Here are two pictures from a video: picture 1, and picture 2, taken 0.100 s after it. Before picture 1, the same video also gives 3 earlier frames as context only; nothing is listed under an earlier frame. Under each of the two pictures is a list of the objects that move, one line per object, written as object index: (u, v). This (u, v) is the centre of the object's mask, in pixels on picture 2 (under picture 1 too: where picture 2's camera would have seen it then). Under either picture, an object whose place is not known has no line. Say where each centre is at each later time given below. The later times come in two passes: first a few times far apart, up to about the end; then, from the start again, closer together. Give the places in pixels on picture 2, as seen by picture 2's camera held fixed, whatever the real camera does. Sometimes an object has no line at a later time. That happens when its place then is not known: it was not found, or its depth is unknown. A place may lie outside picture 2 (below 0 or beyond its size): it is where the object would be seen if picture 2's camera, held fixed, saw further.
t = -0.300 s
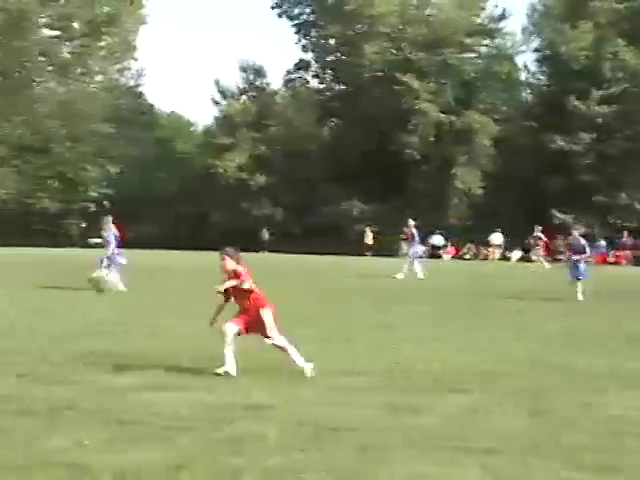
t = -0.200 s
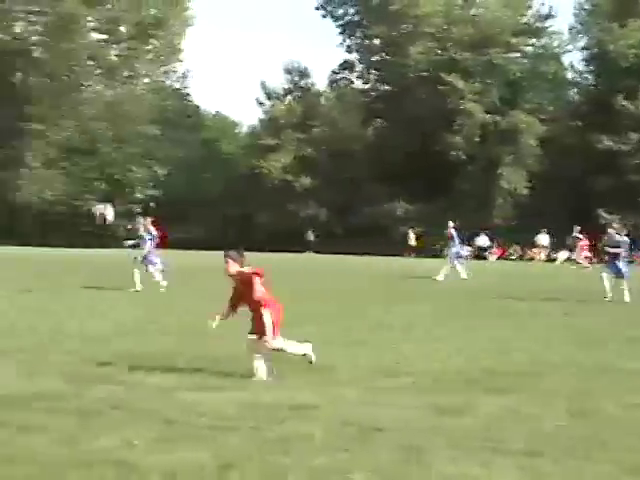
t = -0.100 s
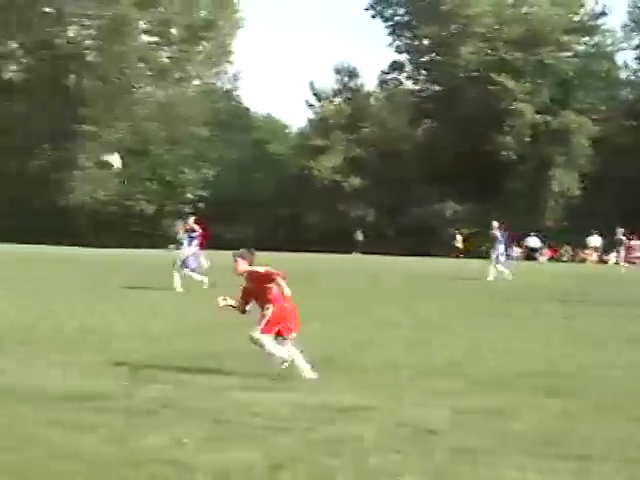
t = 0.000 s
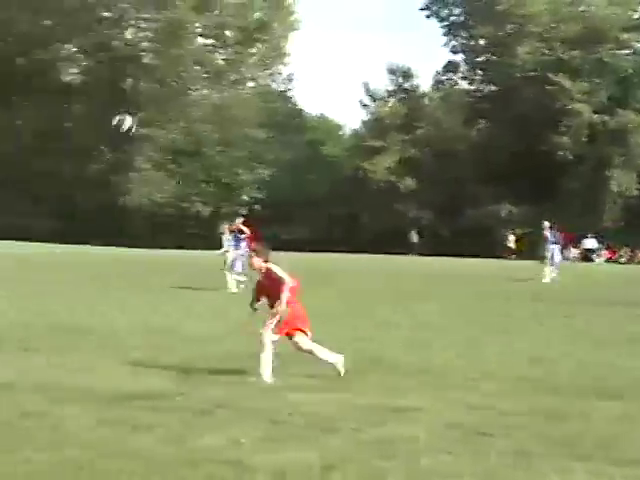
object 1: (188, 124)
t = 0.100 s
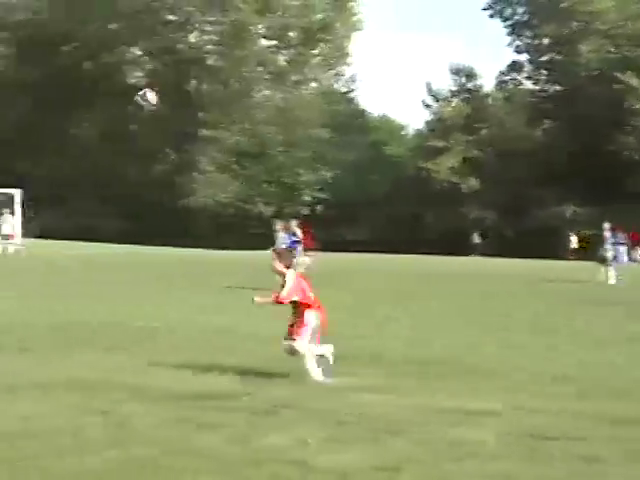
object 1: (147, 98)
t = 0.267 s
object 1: (78, 80)
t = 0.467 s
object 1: (2, 101)
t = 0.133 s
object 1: (133, 92)
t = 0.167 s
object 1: (121, 88)
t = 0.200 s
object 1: (107, 85)
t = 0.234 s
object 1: (92, 81)
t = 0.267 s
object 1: (78, 80)
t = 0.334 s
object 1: (52, 84)
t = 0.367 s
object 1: (40, 86)
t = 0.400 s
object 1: (27, 90)
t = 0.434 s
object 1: (15, 95)
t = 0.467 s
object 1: (2, 101)
